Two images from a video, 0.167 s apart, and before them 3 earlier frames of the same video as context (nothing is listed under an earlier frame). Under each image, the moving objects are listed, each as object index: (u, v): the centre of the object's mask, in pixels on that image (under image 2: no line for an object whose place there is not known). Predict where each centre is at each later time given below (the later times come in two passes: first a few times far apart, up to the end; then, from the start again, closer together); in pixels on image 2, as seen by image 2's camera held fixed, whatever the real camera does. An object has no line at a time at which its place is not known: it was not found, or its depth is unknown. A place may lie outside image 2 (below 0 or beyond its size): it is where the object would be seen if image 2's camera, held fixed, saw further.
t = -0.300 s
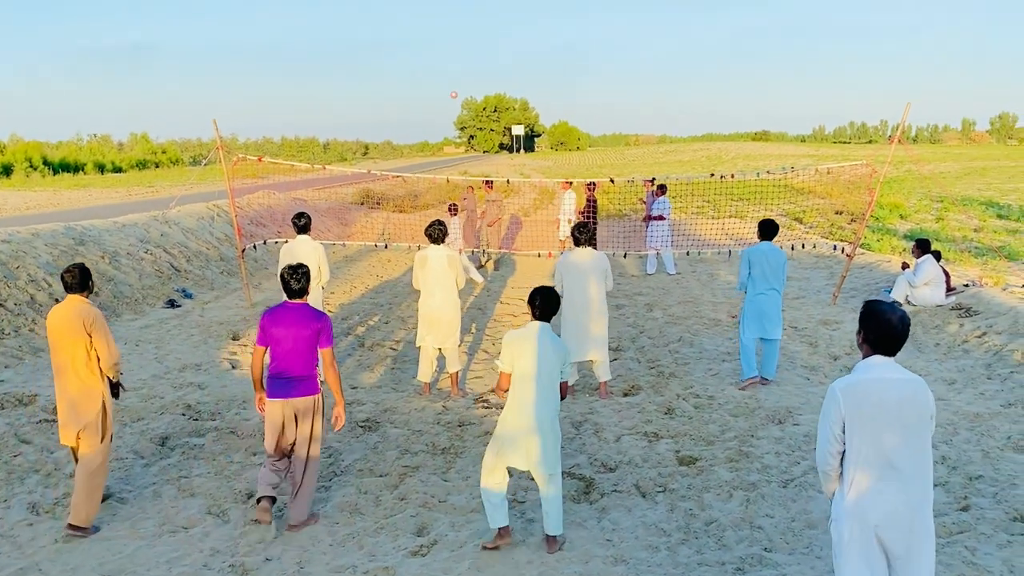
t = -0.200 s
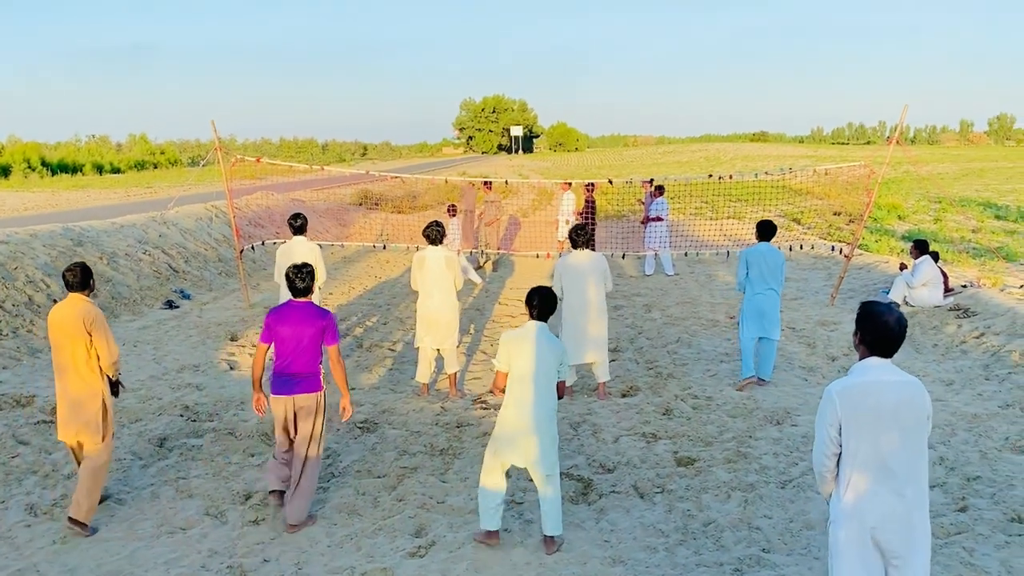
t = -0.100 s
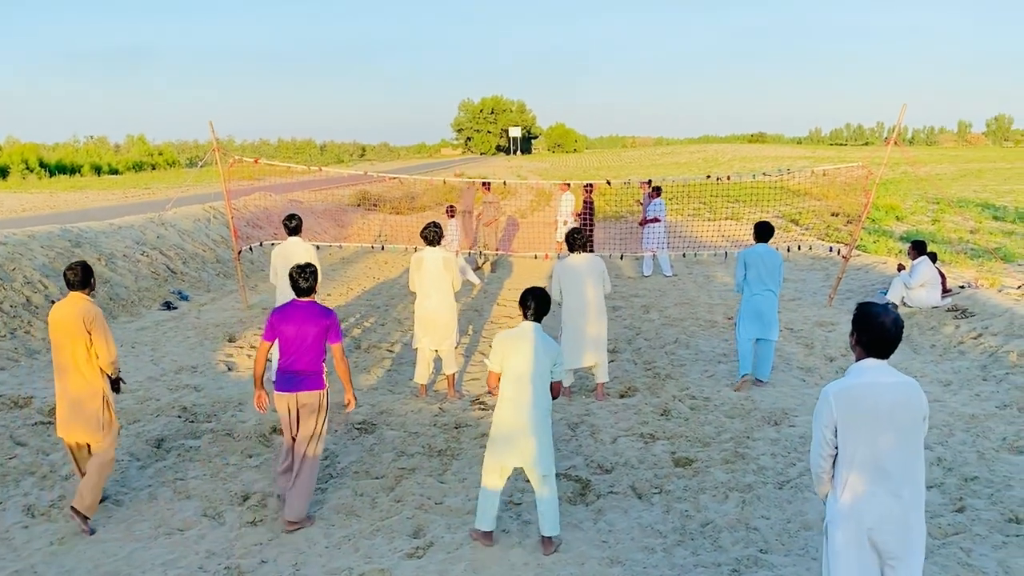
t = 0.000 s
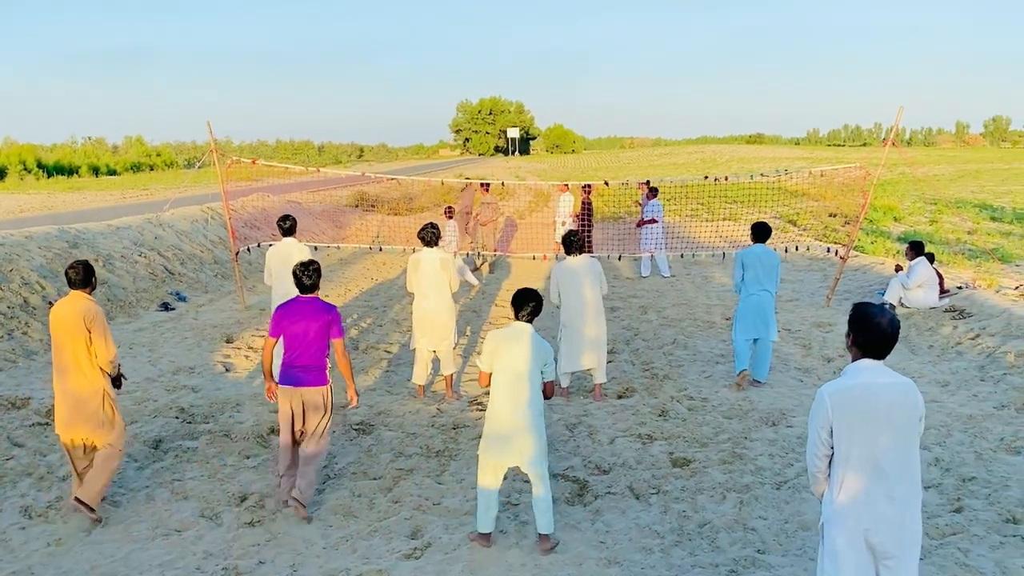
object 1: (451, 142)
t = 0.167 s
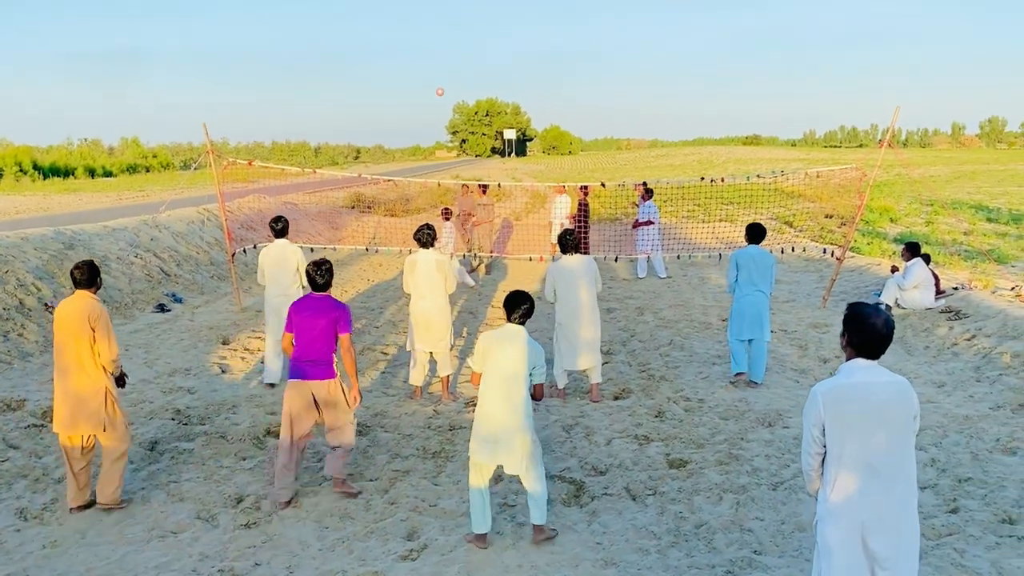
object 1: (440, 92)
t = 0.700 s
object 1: (411, 19)
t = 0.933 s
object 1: (397, 53)
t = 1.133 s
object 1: (384, 130)
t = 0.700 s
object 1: (411, 19)
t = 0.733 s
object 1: (409, 21)
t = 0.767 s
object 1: (407, 24)
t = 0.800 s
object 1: (405, 27)
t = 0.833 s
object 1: (403, 32)
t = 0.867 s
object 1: (401, 38)
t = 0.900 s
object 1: (399, 45)
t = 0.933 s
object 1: (397, 53)
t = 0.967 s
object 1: (394, 63)
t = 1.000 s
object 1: (392, 74)
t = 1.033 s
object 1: (391, 86)
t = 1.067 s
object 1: (388, 99)
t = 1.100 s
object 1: (386, 114)
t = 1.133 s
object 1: (384, 130)
